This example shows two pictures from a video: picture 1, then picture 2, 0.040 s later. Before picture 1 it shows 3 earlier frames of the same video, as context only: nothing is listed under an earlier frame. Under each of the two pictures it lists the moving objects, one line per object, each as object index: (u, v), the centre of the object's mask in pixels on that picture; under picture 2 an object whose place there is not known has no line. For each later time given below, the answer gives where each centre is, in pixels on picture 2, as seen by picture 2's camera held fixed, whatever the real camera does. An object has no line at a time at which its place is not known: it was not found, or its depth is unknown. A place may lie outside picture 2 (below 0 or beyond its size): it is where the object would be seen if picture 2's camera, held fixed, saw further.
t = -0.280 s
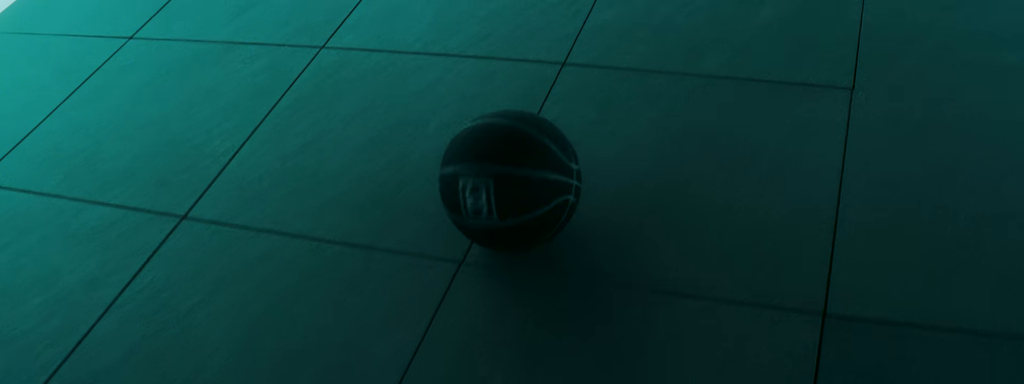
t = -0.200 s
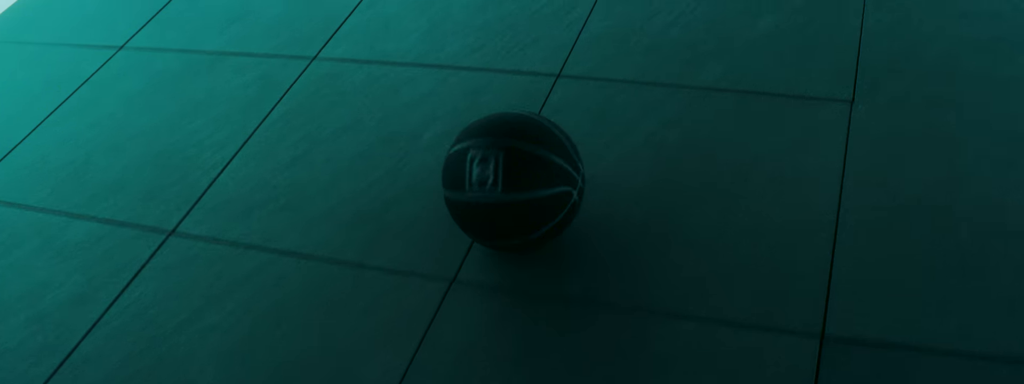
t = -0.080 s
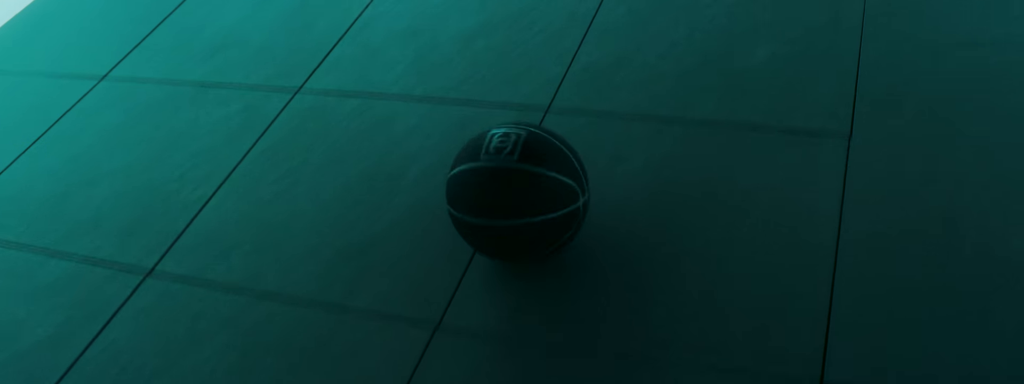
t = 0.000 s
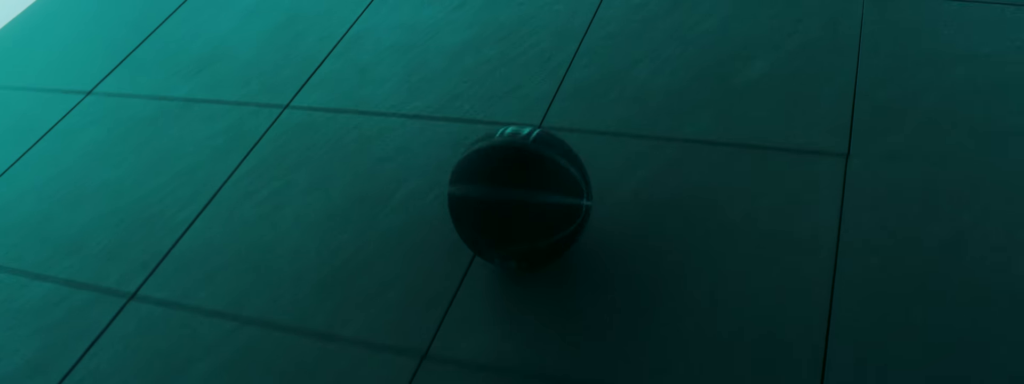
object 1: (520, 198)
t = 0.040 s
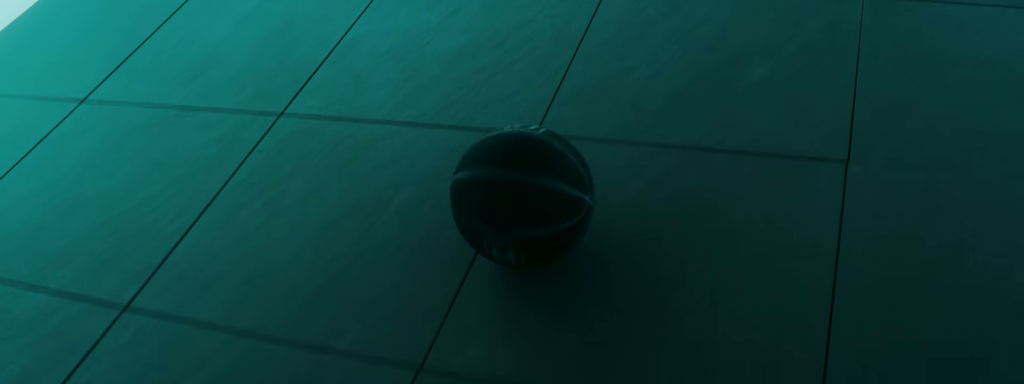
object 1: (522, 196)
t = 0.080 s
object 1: (528, 185)
